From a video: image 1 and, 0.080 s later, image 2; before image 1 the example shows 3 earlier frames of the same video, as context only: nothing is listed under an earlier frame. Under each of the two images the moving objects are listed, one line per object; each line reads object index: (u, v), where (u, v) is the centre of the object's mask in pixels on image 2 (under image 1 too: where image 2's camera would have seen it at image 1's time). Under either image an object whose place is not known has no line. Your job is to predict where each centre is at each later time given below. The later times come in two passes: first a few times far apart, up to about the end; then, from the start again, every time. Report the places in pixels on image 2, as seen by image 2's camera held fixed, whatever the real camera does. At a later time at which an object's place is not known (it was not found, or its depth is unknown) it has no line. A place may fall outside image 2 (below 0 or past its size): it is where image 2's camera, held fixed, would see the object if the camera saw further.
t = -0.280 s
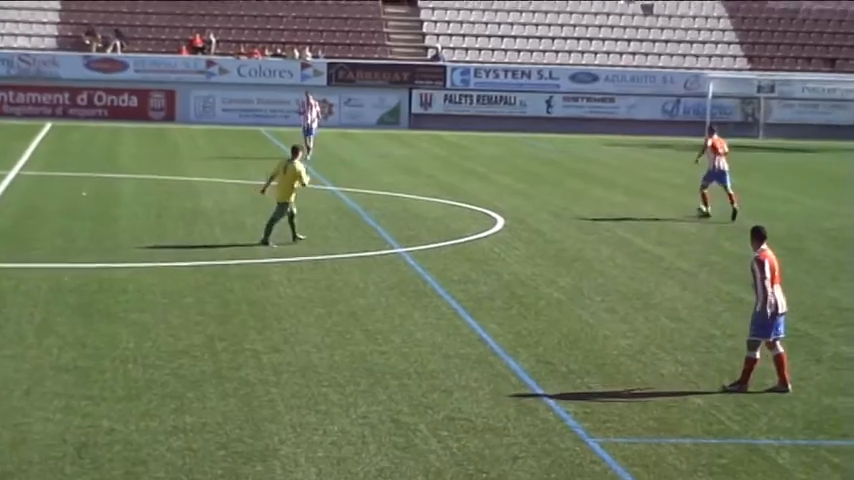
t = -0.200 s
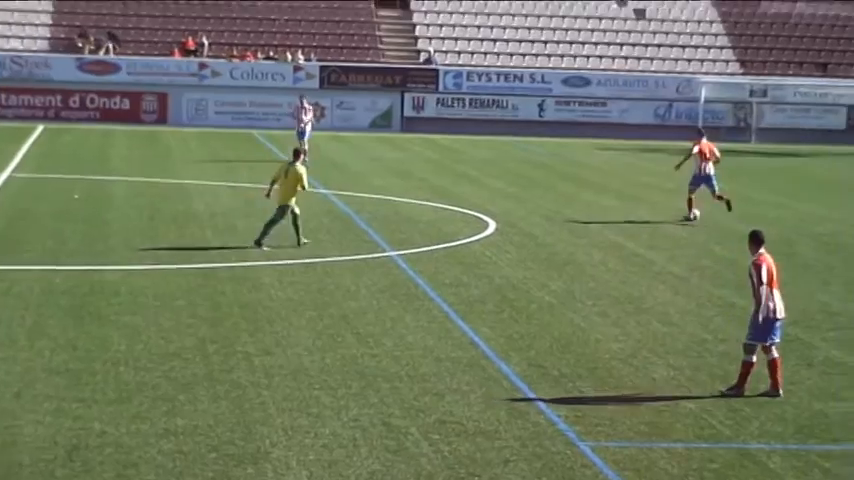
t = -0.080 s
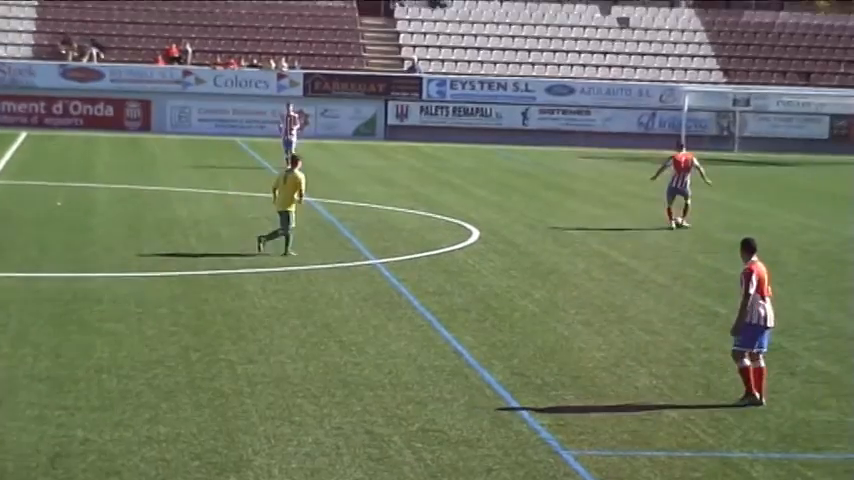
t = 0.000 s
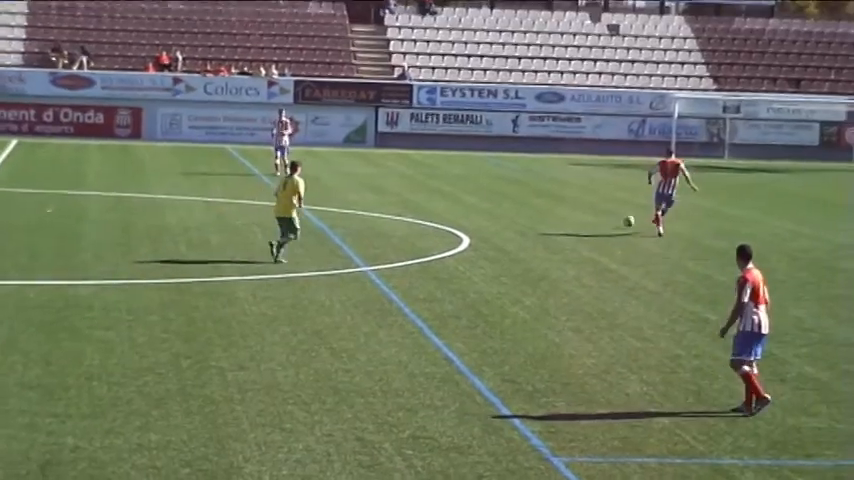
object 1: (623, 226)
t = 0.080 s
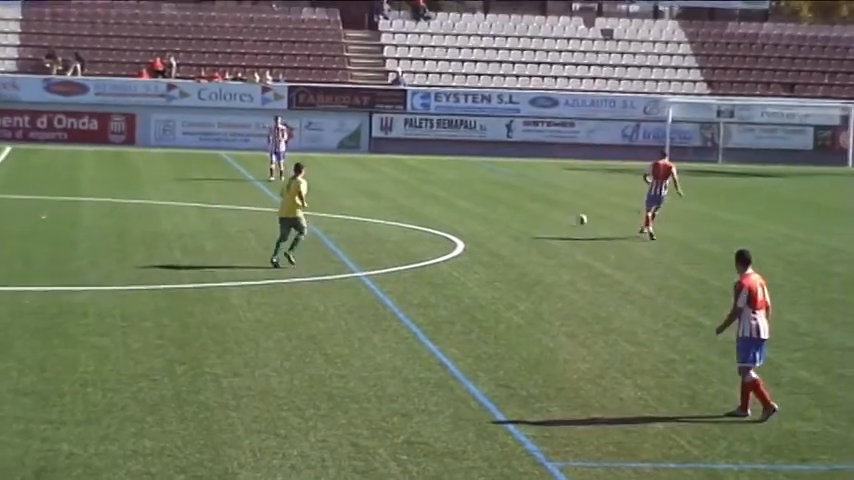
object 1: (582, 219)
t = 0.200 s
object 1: (526, 214)
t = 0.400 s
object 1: (447, 203)
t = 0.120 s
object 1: (562, 218)
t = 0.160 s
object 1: (542, 216)
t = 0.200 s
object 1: (526, 214)
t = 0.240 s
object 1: (508, 211)
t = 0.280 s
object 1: (492, 208)
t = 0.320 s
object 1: (476, 207)
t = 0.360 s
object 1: (462, 205)
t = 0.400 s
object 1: (447, 203)
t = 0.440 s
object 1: (434, 201)
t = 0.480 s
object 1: (421, 199)
